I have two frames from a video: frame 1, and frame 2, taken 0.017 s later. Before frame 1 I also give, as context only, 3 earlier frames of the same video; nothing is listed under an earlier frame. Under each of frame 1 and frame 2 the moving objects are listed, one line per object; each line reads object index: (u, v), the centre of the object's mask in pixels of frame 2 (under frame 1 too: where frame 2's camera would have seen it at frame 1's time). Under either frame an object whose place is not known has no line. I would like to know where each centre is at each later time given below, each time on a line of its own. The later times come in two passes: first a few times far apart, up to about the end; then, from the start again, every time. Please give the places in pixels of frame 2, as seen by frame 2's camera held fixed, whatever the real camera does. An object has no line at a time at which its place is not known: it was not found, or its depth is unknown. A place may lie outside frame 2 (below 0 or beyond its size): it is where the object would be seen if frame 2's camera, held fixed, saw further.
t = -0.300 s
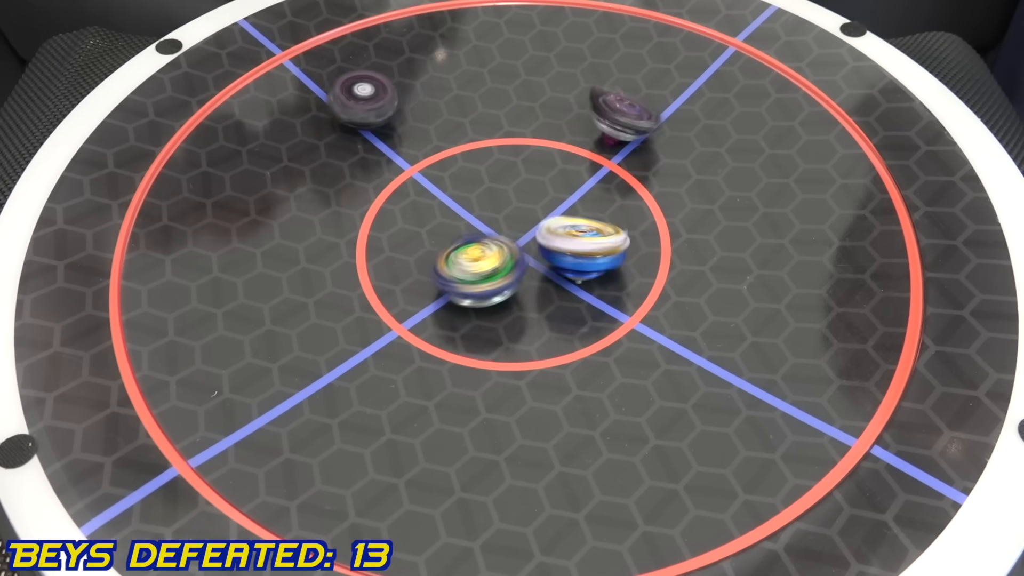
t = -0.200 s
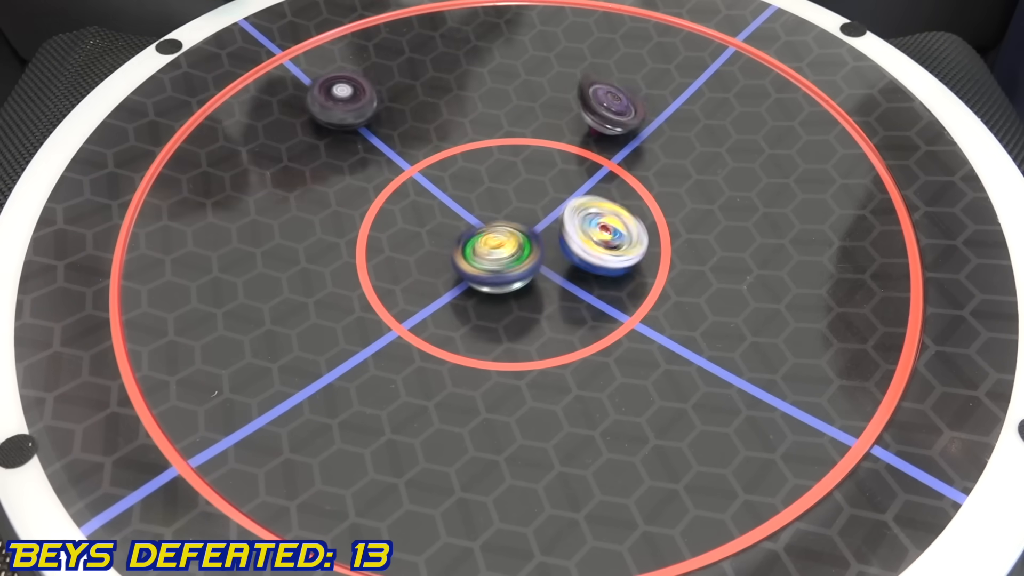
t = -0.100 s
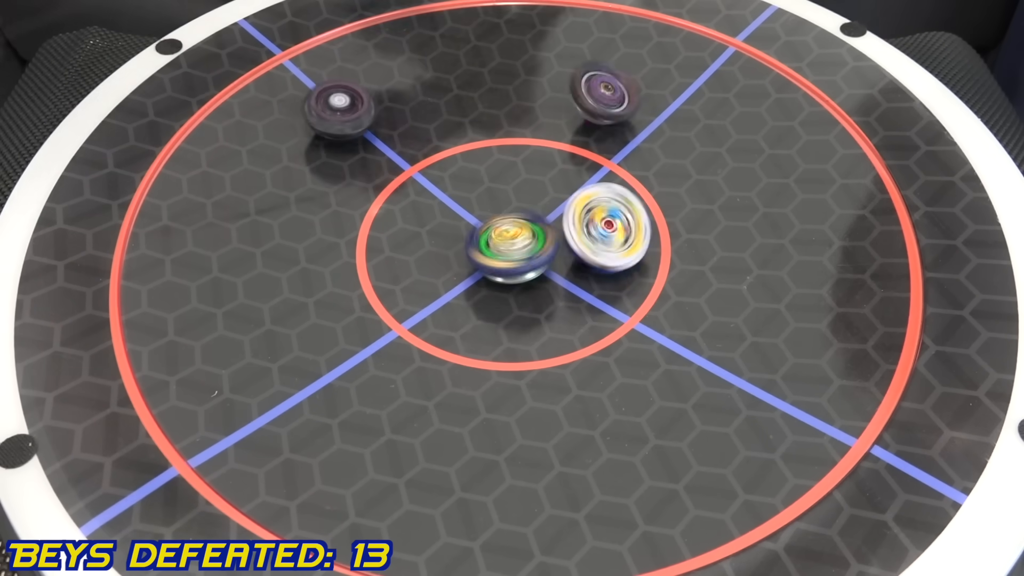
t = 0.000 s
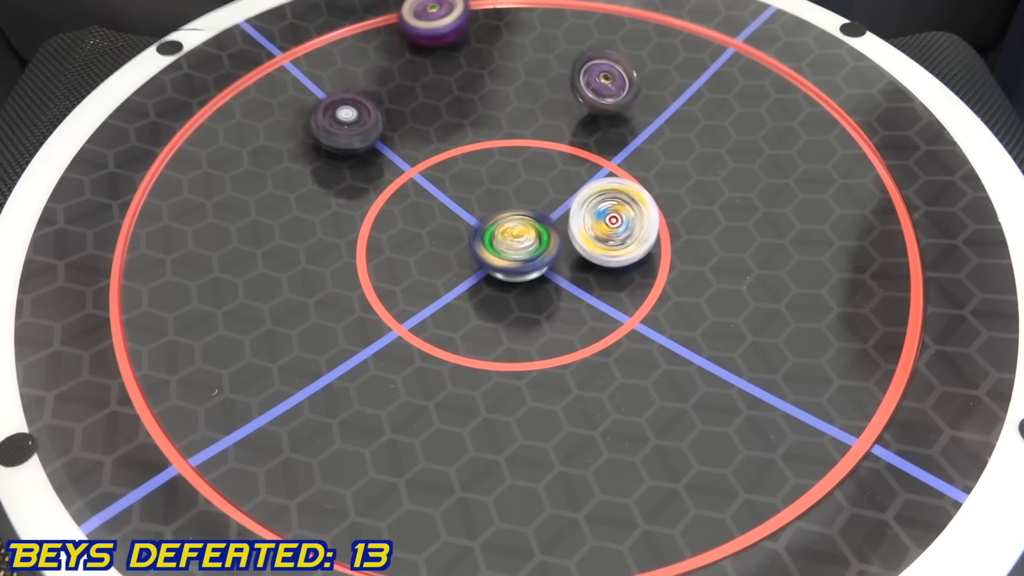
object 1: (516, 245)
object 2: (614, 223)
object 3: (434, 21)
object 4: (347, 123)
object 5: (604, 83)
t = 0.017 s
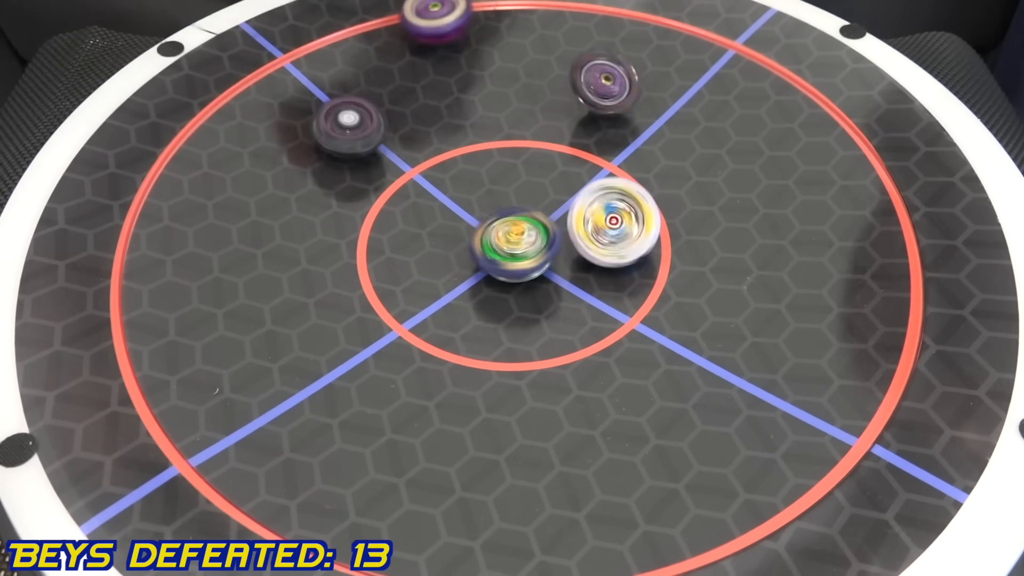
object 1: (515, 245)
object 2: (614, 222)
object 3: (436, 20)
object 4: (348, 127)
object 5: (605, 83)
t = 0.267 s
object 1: (513, 234)
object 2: (608, 220)
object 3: (490, 106)
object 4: (408, 150)
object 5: (628, 81)
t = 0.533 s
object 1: (493, 224)
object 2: (646, 261)
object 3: (595, 171)
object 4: (409, 159)
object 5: (663, 97)
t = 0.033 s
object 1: (515, 244)
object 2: (614, 222)
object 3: (438, 21)
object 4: (349, 129)
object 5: (605, 83)
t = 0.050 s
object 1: (517, 244)
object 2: (614, 223)
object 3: (440, 25)
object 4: (351, 132)
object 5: (605, 82)
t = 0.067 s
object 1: (517, 243)
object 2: (613, 223)
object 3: (443, 28)
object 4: (354, 134)
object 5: (608, 81)
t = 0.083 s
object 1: (518, 242)
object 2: (612, 223)
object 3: (447, 30)
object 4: (356, 136)
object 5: (608, 81)
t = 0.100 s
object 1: (517, 240)
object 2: (612, 223)
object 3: (450, 36)
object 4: (359, 138)
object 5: (608, 81)
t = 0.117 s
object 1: (516, 240)
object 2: (610, 224)
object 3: (454, 41)
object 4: (363, 140)
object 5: (609, 79)
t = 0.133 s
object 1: (515, 239)
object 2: (608, 223)
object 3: (457, 45)
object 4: (368, 142)
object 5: (611, 80)
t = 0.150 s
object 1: (516, 239)
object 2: (608, 222)
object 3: (462, 51)
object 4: (372, 143)
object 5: (613, 80)
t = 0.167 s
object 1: (516, 238)
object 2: (608, 222)
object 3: (465, 58)
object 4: (377, 145)
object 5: (614, 78)
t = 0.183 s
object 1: (517, 237)
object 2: (608, 222)
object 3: (469, 64)
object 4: (382, 147)
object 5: (617, 78)
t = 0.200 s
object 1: (518, 235)
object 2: (606, 222)
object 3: (473, 71)
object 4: (386, 147)
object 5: (619, 77)
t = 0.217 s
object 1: (517, 235)
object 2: (606, 220)
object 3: (477, 79)
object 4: (391, 148)
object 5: (621, 78)
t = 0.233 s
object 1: (517, 234)
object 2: (606, 220)
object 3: (482, 87)
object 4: (397, 149)
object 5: (625, 78)
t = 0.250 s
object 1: (515, 233)
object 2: (606, 220)
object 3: (486, 97)
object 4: (403, 149)
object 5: (626, 79)
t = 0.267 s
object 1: (513, 234)
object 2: (608, 220)
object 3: (490, 106)
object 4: (408, 150)
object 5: (628, 81)
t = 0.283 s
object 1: (509, 232)
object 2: (610, 219)
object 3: (496, 113)
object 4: (416, 151)
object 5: (631, 81)
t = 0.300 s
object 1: (507, 232)
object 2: (612, 218)
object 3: (501, 124)
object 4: (422, 152)
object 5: (633, 83)
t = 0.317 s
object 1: (506, 231)
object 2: (615, 217)
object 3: (508, 134)
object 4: (427, 153)
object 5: (635, 85)
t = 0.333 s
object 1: (504, 230)
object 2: (617, 217)
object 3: (525, 144)
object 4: (422, 154)
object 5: (637, 86)
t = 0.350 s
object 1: (502, 230)
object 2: (618, 217)
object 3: (543, 153)
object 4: (418, 155)
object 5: (639, 88)
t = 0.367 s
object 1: (501, 229)
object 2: (618, 217)
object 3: (560, 160)
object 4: (413, 155)
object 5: (640, 90)
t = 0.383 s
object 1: (499, 228)
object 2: (624, 222)
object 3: (572, 163)
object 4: (410, 156)
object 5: (640, 93)
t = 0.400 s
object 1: (498, 227)
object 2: (633, 229)
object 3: (581, 162)
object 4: (407, 157)
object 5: (641, 95)
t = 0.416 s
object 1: (496, 227)
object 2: (636, 238)
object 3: (589, 161)
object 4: (405, 157)
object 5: (642, 96)
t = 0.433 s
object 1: (496, 227)
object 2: (636, 244)
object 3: (596, 159)
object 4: (405, 157)
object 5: (642, 99)
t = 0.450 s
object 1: (494, 226)
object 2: (635, 248)
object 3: (601, 157)
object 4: (404, 157)
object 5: (641, 100)
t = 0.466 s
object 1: (494, 227)
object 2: (639, 251)
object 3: (605, 157)
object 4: (404, 157)
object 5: (645, 100)
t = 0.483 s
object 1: (493, 226)
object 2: (641, 254)
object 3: (604, 159)
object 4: (404, 157)
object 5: (650, 100)
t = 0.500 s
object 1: (493, 226)
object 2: (643, 257)
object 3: (601, 164)
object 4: (405, 158)
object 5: (655, 98)
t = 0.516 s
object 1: (494, 225)
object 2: (645, 259)
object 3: (598, 167)
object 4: (407, 158)
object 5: (661, 98)
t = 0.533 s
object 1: (493, 224)
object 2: (646, 261)
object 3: (595, 171)
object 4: (409, 159)
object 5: (663, 97)
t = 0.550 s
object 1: (493, 224)
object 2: (646, 263)
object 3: (592, 174)
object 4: (411, 159)
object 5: (665, 99)
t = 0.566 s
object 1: (492, 223)
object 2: (643, 264)
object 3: (587, 178)
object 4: (414, 159)
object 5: (666, 97)
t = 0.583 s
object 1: (492, 223)
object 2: (641, 265)
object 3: (583, 181)
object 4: (416, 160)
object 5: (669, 98)
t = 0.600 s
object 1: (491, 222)
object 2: (640, 265)
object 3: (578, 184)
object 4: (420, 160)
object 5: (670, 98)
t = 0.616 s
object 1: (491, 221)
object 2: (637, 265)
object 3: (573, 186)
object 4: (423, 161)
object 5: (672, 98)
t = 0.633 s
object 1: (489, 221)
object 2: (634, 266)
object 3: (570, 187)
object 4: (425, 161)
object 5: (675, 100)
